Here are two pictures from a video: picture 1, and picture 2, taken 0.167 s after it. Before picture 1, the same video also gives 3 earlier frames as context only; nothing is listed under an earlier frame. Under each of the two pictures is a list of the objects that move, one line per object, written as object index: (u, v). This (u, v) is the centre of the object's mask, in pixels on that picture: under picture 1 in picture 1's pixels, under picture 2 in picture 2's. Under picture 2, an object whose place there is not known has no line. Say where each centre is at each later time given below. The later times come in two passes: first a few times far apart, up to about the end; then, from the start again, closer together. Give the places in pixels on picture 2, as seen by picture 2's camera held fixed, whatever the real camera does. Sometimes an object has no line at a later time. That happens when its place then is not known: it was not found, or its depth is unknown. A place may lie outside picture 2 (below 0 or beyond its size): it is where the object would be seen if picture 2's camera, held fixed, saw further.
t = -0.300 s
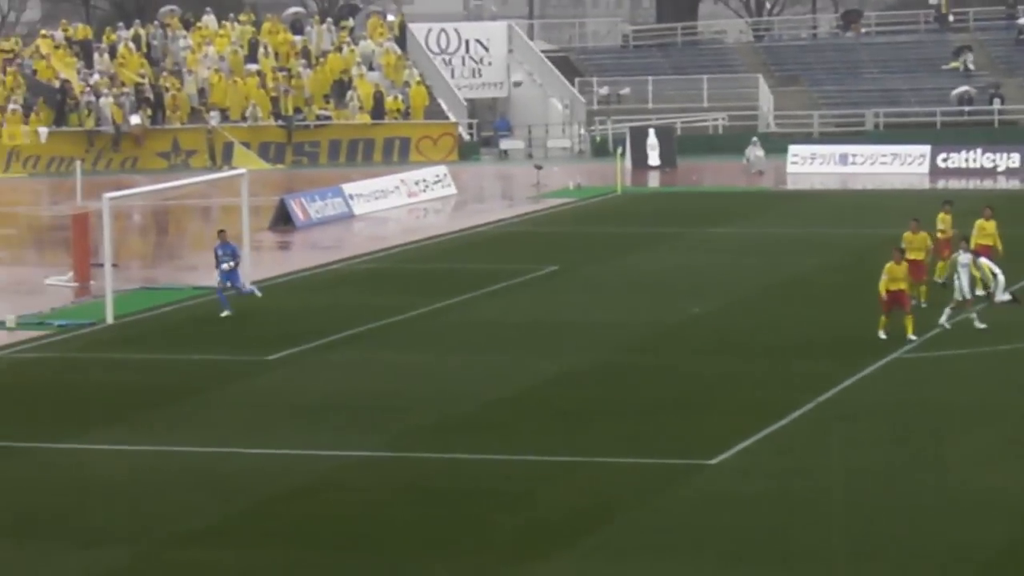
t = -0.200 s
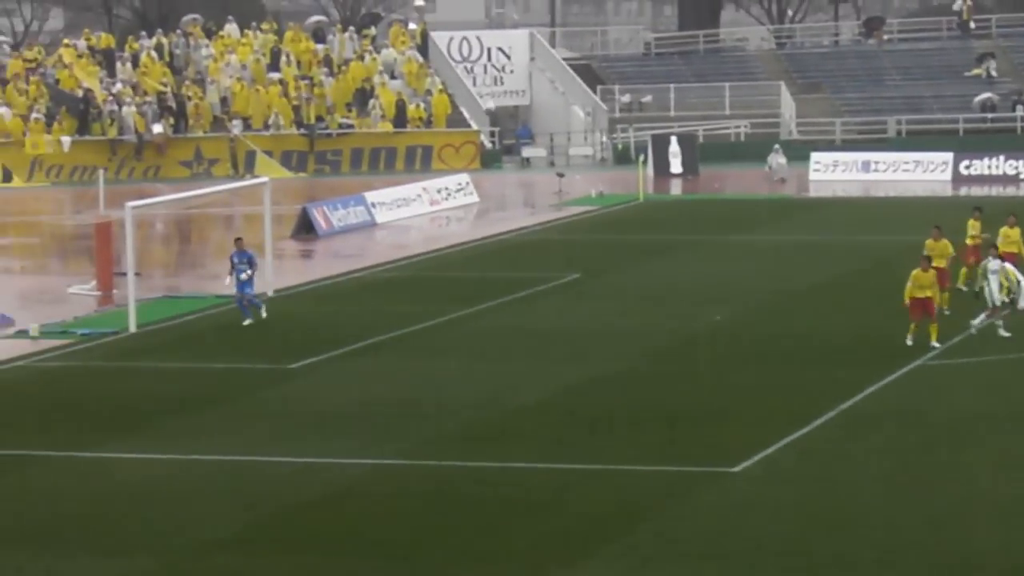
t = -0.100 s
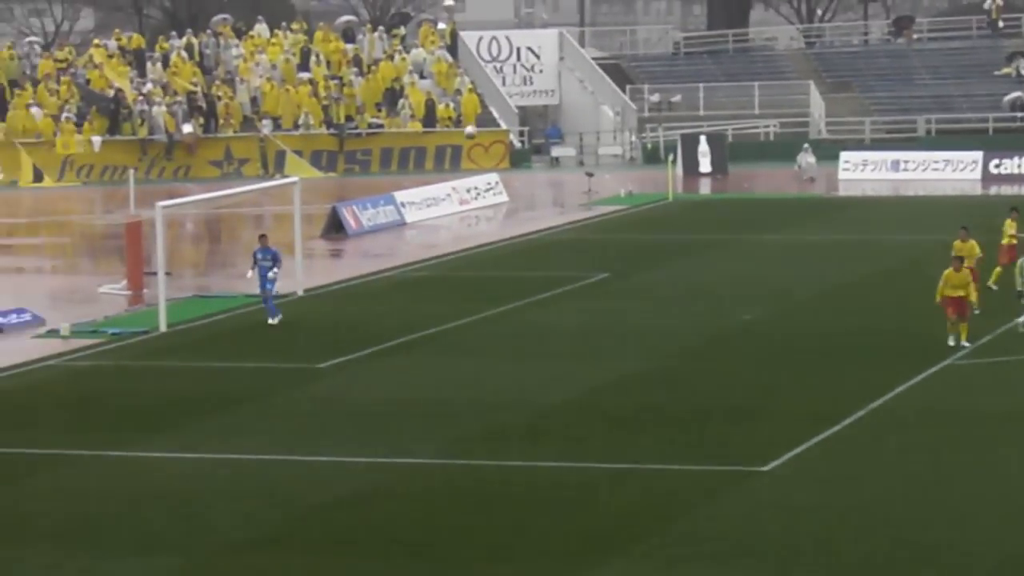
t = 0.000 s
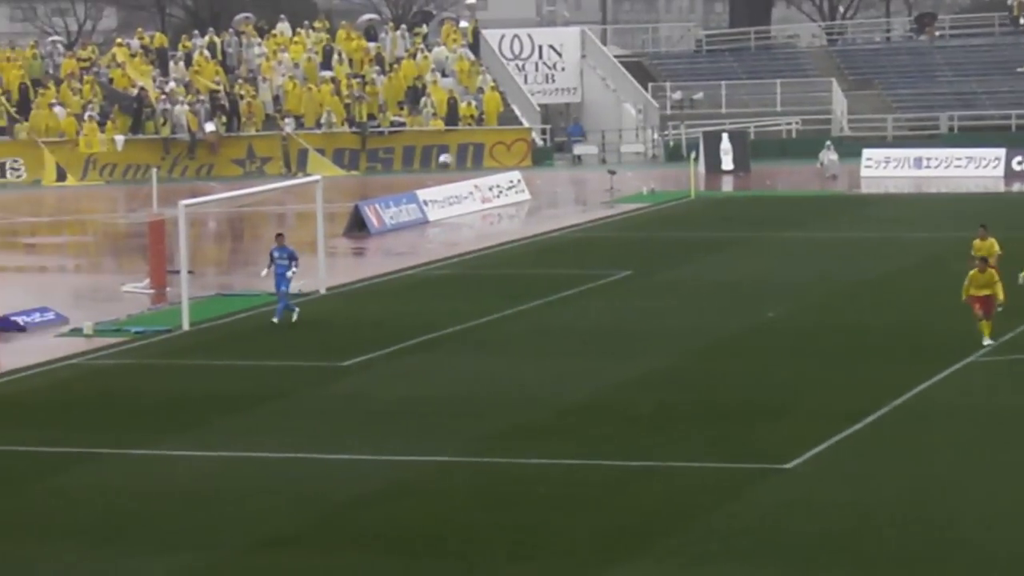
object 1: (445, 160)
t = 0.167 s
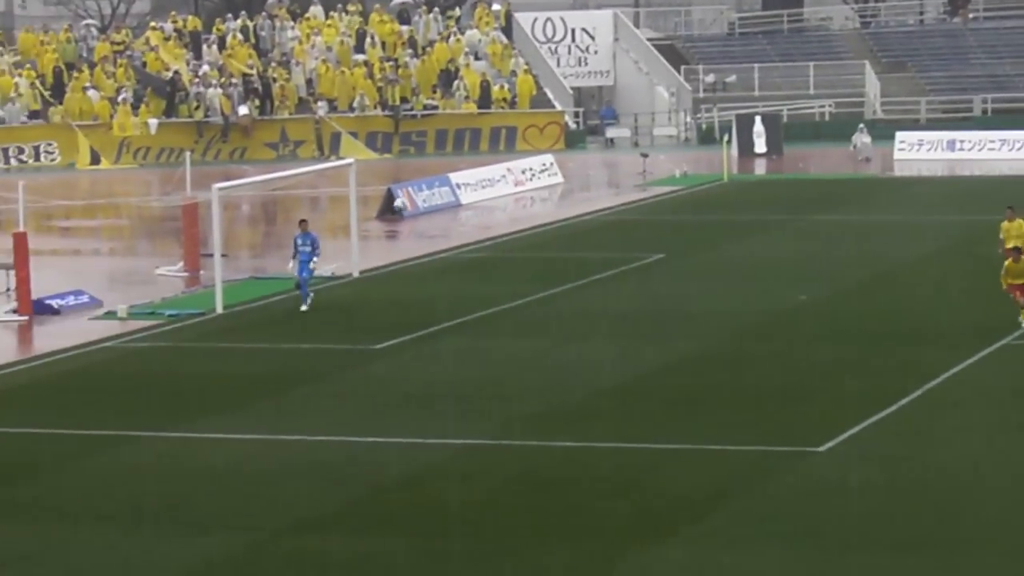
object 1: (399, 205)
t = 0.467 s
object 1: (263, 351)
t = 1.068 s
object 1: (45, 341)
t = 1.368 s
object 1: (-50, 360)
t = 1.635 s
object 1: (-135, 430)
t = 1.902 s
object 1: (-218, 512)
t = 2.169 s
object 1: (-284, 489)
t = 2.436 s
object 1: (-349, 524)
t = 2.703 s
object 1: (-405, 572)
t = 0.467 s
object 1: (263, 351)
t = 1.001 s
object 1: (68, 345)
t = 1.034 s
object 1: (57, 343)
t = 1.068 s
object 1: (45, 341)
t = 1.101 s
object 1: (35, 340)
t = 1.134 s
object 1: (24, 339)
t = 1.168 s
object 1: (14, 340)
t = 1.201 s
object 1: (3, 342)
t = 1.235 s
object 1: (-8, 344)
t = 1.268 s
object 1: (-18, 347)
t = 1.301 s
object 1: (-30, 350)
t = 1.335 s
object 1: (-40, 355)
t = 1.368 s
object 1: (-50, 360)
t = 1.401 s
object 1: (-61, 366)
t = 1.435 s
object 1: (-72, 373)
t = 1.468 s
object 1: (-83, 380)
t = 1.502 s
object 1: (-92, 389)
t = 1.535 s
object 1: (-104, 397)
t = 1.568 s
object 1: (-114, 408)
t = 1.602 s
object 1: (-124, 419)
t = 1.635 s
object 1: (-135, 430)
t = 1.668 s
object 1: (-147, 444)
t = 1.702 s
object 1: (-157, 457)
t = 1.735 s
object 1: (-168, 472)
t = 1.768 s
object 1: (-178, 487)
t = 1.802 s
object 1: (-189, 504)
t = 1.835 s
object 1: (-200, 522)
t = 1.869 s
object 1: (-209, 519)
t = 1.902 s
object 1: (-218, 512)
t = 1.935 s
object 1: (-226, 506)
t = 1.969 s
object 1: (-234, 500)
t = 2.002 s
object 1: (-243, 496)
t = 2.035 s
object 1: (-251, 493)
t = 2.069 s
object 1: (-259, 491)
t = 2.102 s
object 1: (-268, 489)
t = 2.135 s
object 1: (-276, 488)
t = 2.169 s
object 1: (-284, 489)
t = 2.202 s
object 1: (-292, 490)
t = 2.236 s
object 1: (-300, 492)
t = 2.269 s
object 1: (-308, 495)
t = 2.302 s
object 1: (-316, 499)
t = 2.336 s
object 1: (-325, 503)
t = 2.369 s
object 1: (-333, 509)
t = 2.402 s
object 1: (-341, 516)
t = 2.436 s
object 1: (-349, 524)
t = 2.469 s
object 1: (-357, 533)
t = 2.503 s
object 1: (-365, 543)
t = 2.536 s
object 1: (-373, 553)
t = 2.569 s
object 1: (-382, 565)
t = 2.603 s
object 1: (-390, 578)
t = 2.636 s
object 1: (-395, 580)
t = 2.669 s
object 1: (-400, 575)
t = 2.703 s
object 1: (-405, 572)
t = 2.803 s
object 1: (-419, 568)
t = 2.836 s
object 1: (-423, 568)
